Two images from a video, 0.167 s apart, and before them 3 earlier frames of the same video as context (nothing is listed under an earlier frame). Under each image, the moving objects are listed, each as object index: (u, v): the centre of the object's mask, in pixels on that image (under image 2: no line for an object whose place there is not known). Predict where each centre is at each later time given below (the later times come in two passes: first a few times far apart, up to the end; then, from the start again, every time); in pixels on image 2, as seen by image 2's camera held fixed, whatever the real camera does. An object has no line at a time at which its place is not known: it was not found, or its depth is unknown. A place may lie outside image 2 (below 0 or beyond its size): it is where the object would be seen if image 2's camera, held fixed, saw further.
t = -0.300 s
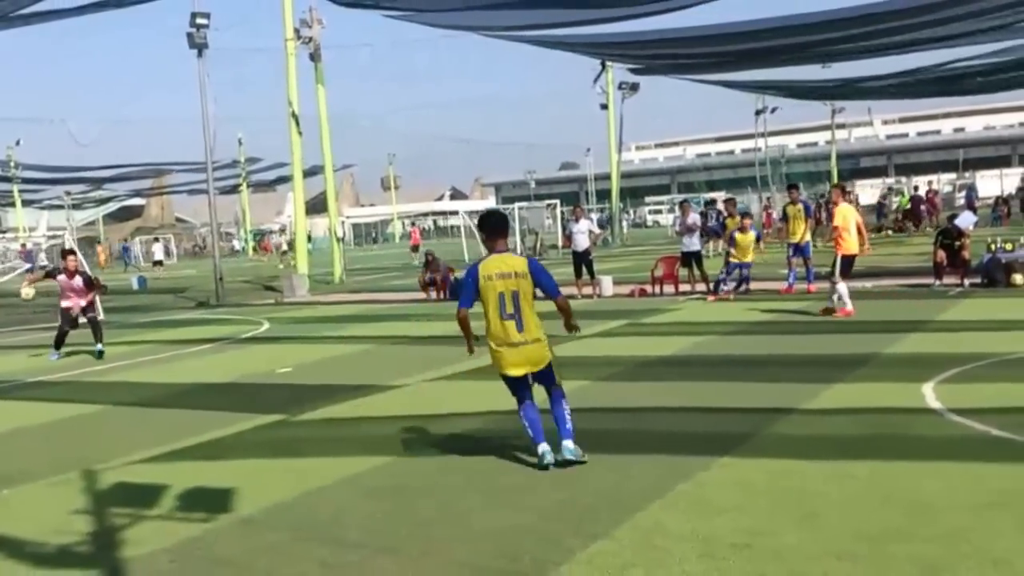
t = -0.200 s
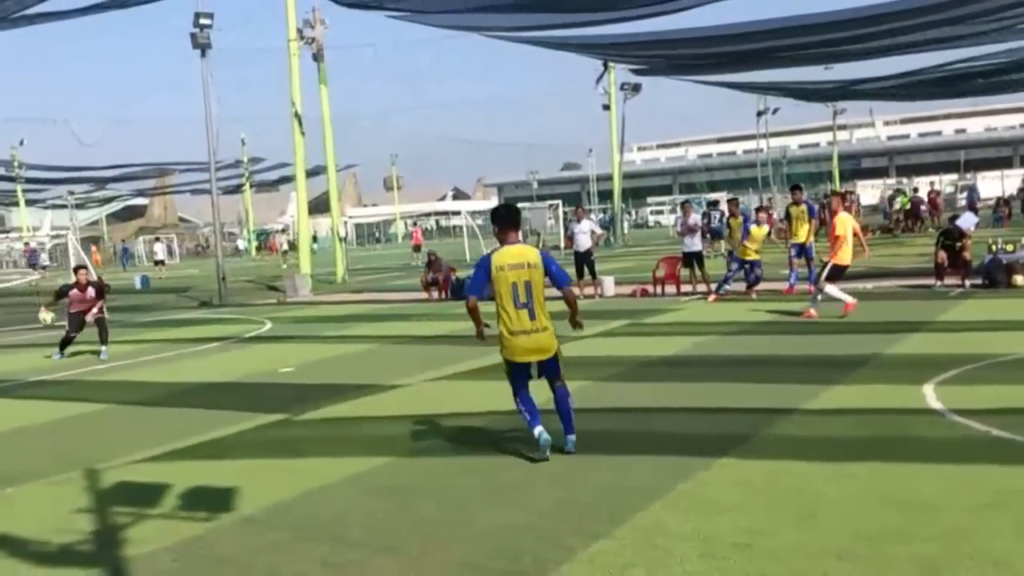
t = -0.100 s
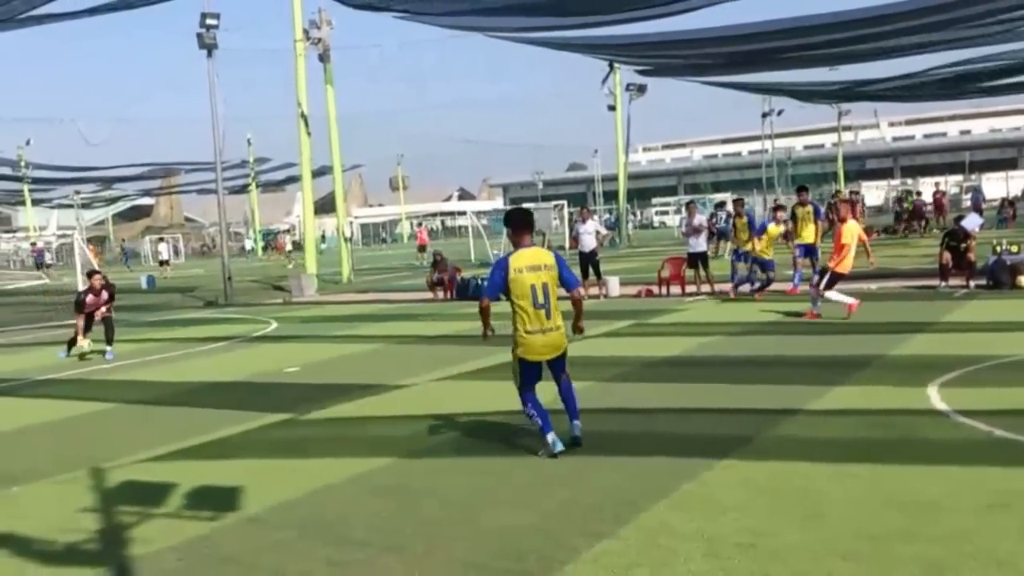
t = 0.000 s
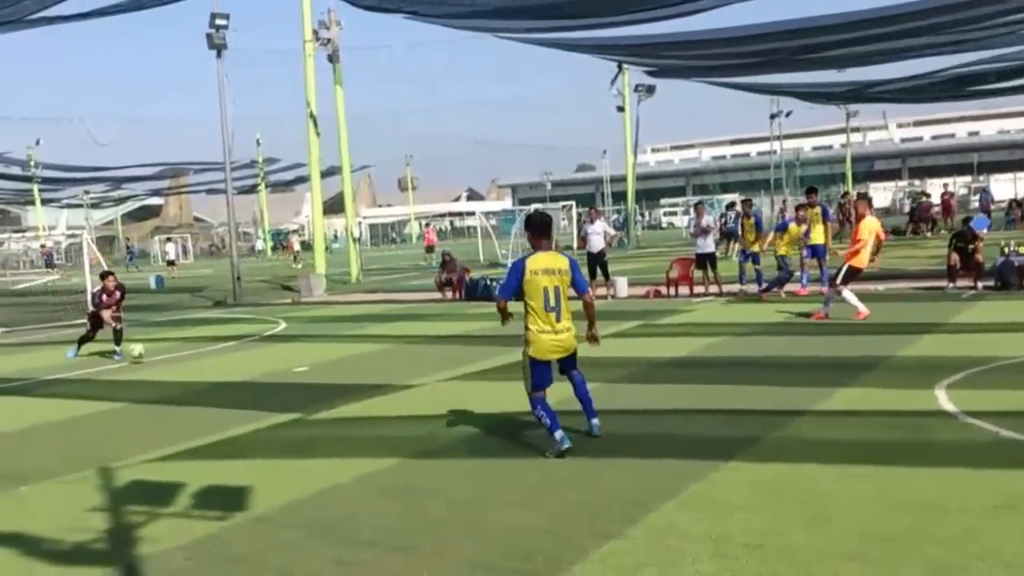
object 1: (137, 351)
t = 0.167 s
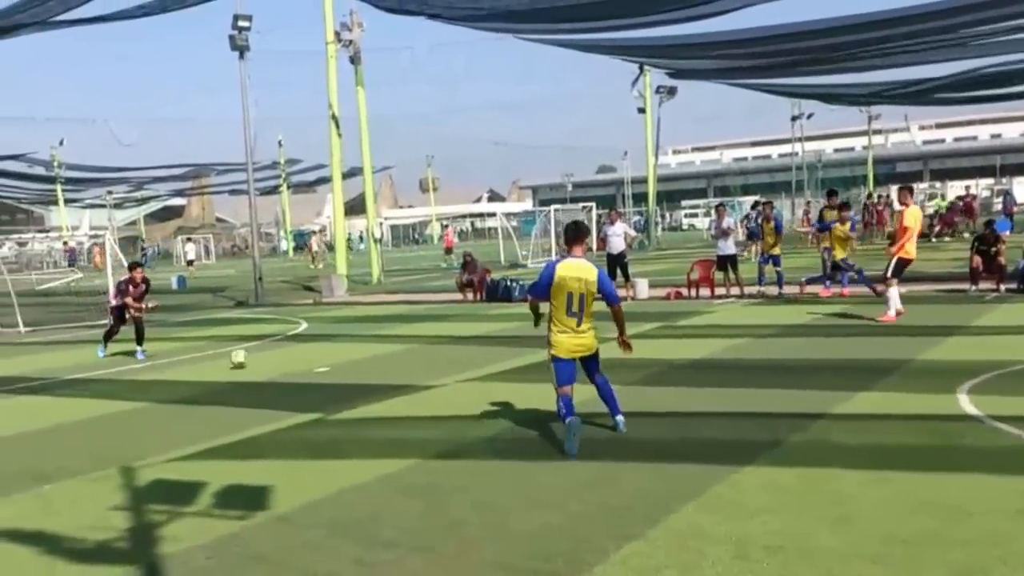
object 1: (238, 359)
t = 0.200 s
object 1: (254, 359)
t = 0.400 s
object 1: (349, 367)
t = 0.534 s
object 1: (409, 371)
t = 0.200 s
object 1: (254, 359)
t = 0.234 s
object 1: (269, 361)
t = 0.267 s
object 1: (285, 364)
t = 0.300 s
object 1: (301, 364)
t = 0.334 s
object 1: (317, 365)
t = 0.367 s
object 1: (332, 366)
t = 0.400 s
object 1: (349, 367)
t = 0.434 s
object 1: (364, 369)
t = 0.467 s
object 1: (380, 370)
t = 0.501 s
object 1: (394, 371)
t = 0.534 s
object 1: (409, 371)
